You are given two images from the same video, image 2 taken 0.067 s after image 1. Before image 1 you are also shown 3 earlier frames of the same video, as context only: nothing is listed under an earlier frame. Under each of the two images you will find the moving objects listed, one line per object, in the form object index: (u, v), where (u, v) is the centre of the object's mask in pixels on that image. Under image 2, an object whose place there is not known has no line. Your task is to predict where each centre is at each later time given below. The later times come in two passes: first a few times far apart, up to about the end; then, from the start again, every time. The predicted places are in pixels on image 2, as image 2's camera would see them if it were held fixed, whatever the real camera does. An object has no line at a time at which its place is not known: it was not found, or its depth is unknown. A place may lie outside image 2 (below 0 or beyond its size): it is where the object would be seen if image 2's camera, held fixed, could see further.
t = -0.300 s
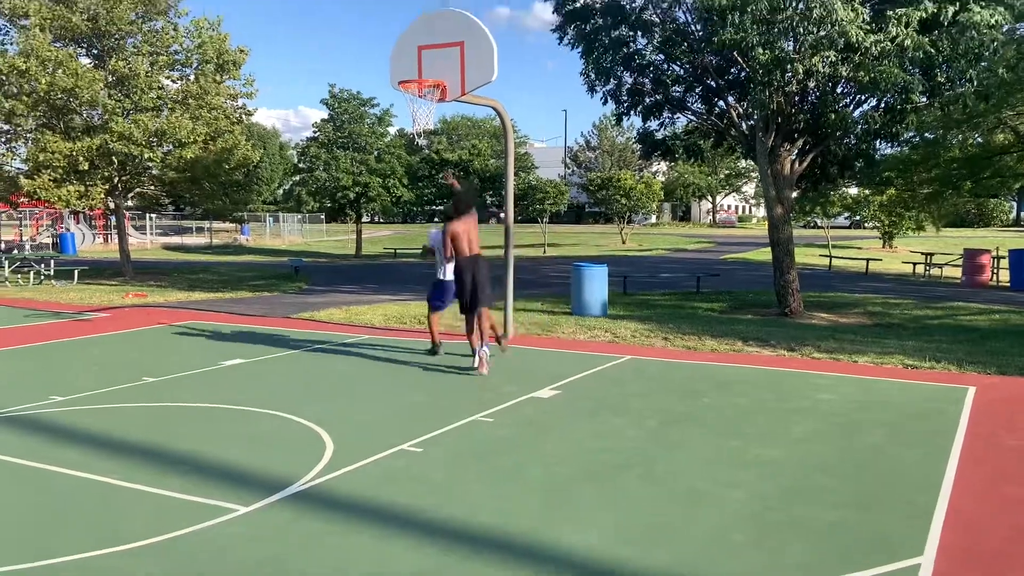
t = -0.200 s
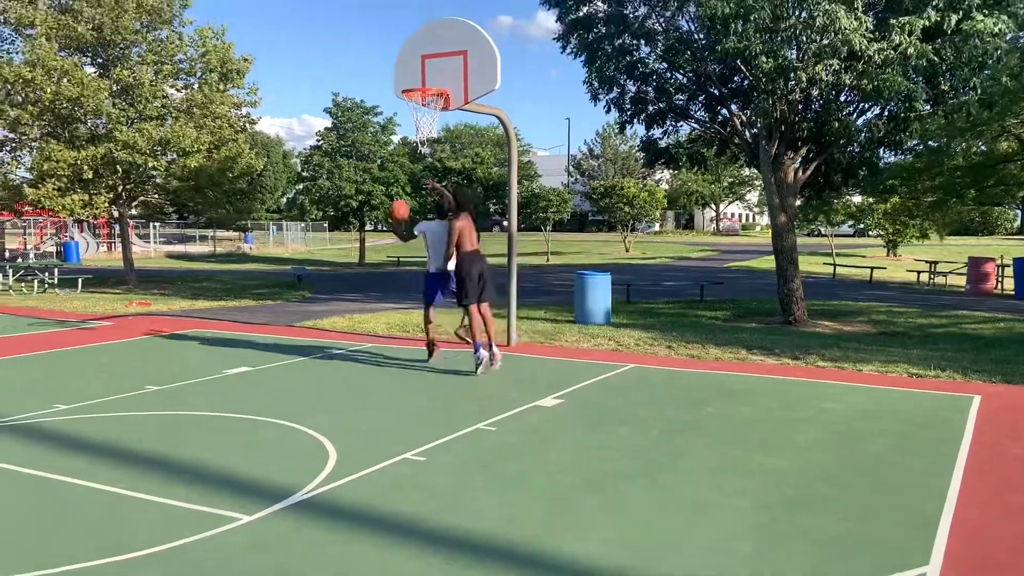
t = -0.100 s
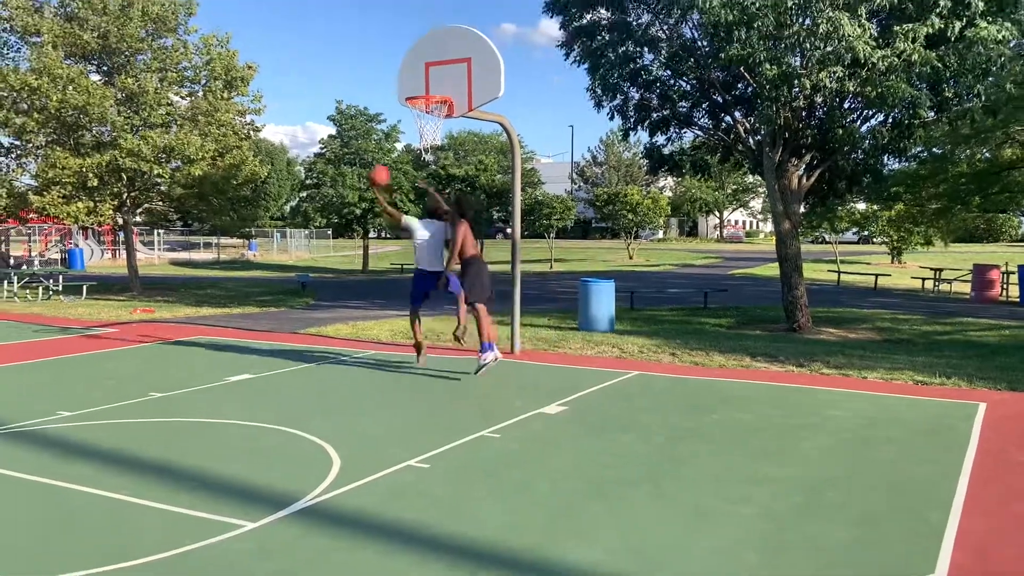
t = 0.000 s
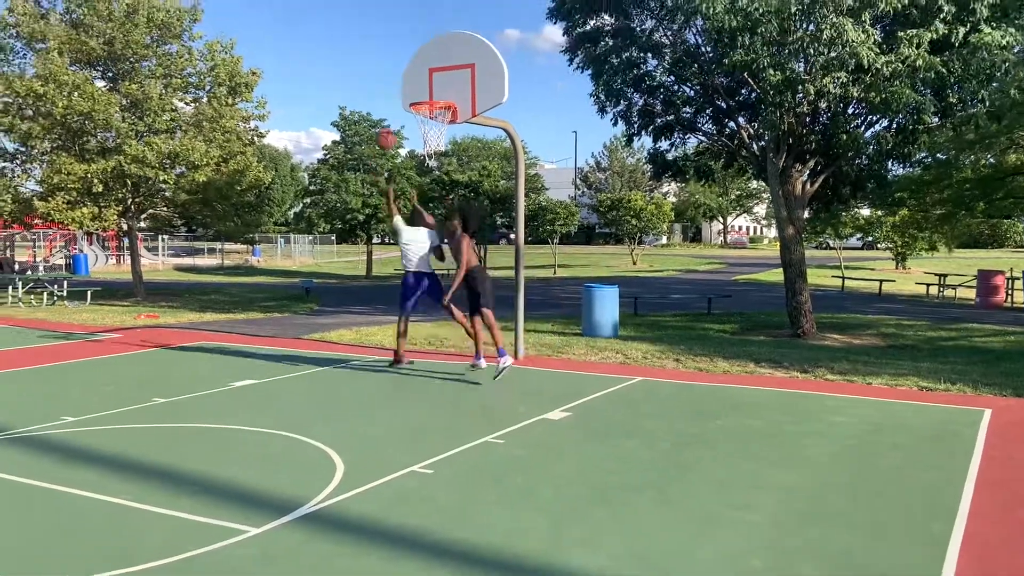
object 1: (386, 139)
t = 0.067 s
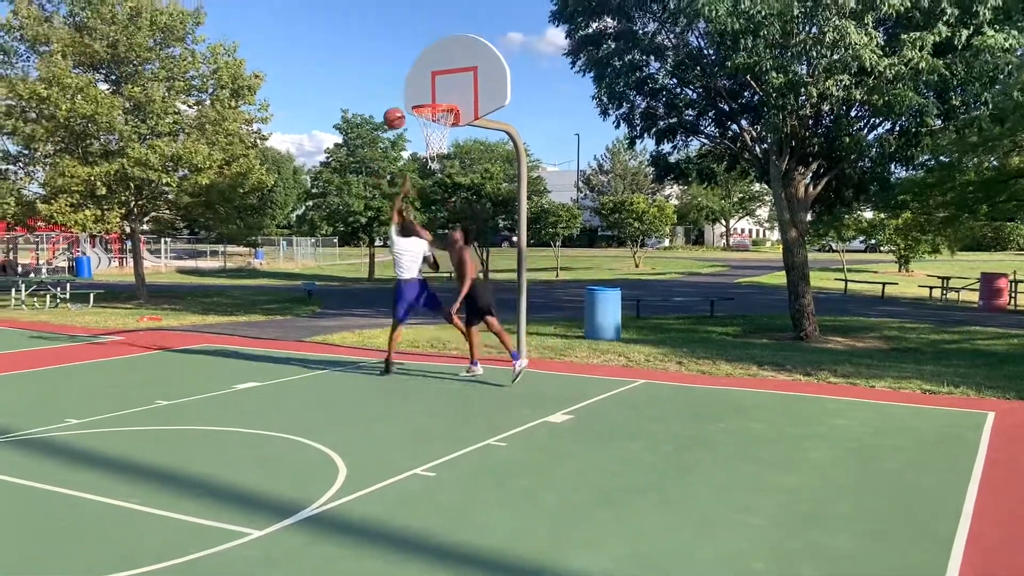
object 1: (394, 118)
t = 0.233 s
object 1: (408, 76)
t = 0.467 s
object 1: (428, 57)
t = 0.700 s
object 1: (448, 90)
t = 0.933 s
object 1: (414, 79)
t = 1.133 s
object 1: (381, 100)
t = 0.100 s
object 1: (397, 108)
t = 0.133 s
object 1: (399, 98)
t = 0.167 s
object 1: (402, 90)
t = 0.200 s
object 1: (405, 82)
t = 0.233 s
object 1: (408, 76)
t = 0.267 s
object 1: (411, 70)
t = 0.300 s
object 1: (413, 65)
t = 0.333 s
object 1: (416, 62)
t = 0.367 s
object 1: (419, 59)
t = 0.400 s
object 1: (422, 57)
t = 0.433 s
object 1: (424, 57)
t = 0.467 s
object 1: (428, 57)
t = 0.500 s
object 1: (430, 59)
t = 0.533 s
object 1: (433, 62)
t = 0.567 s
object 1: (436, 65)
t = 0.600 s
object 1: (439, 69)
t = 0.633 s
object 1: (442, 75)
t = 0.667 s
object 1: (444, 82)
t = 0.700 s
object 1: (448, 90)
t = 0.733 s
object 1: (448, 94)
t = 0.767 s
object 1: (443, 90)
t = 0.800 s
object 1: (437, 86)
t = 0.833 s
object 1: (431, 83)
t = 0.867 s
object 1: (425, 80)
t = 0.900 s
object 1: (420, 79)
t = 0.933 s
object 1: (414, 79)
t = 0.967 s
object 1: (409, 80)
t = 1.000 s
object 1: (403, 82)
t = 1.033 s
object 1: (397, 85)
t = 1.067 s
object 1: (392, 89)
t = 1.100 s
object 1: (387, 94)
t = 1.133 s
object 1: (381, 100)
